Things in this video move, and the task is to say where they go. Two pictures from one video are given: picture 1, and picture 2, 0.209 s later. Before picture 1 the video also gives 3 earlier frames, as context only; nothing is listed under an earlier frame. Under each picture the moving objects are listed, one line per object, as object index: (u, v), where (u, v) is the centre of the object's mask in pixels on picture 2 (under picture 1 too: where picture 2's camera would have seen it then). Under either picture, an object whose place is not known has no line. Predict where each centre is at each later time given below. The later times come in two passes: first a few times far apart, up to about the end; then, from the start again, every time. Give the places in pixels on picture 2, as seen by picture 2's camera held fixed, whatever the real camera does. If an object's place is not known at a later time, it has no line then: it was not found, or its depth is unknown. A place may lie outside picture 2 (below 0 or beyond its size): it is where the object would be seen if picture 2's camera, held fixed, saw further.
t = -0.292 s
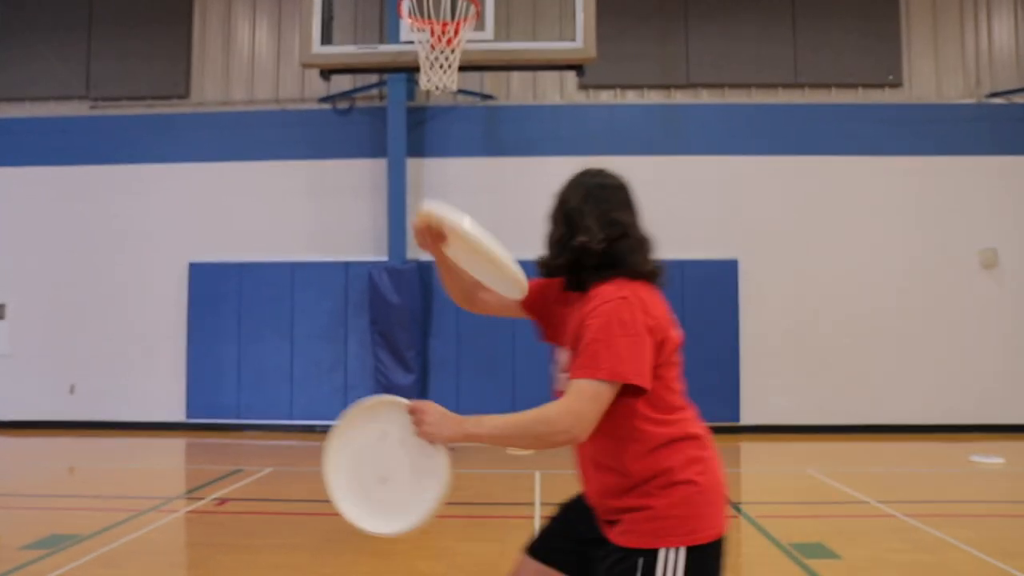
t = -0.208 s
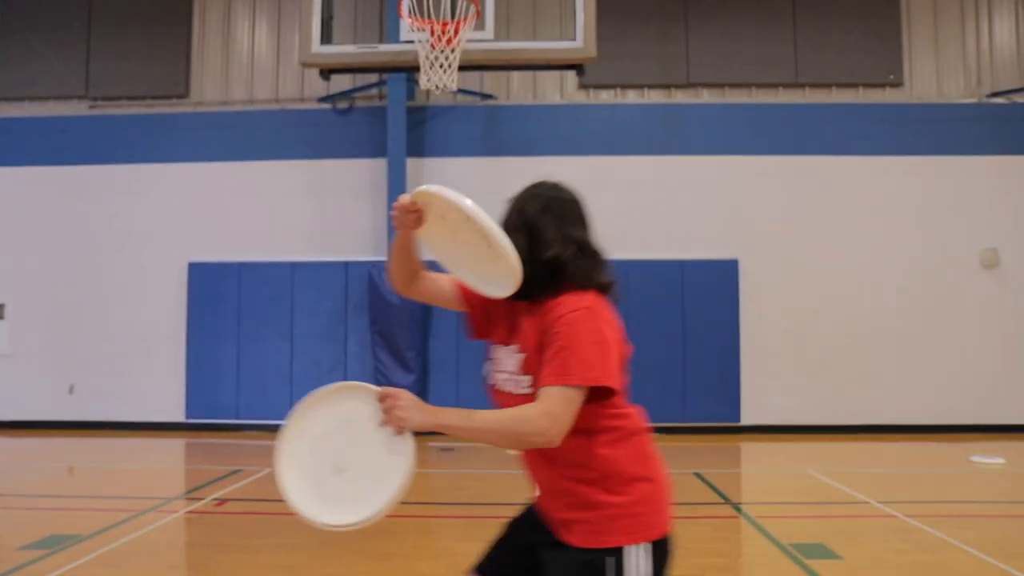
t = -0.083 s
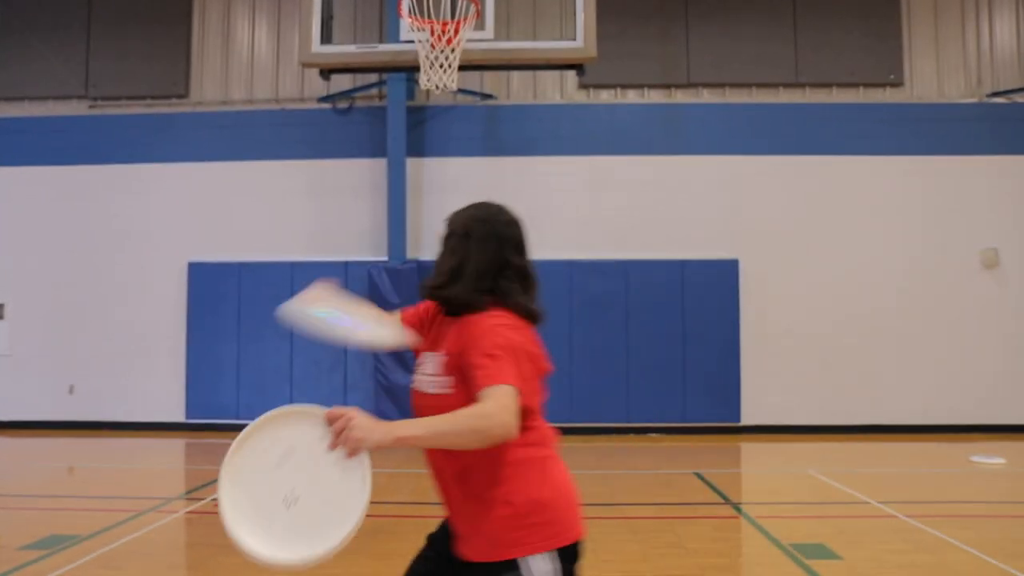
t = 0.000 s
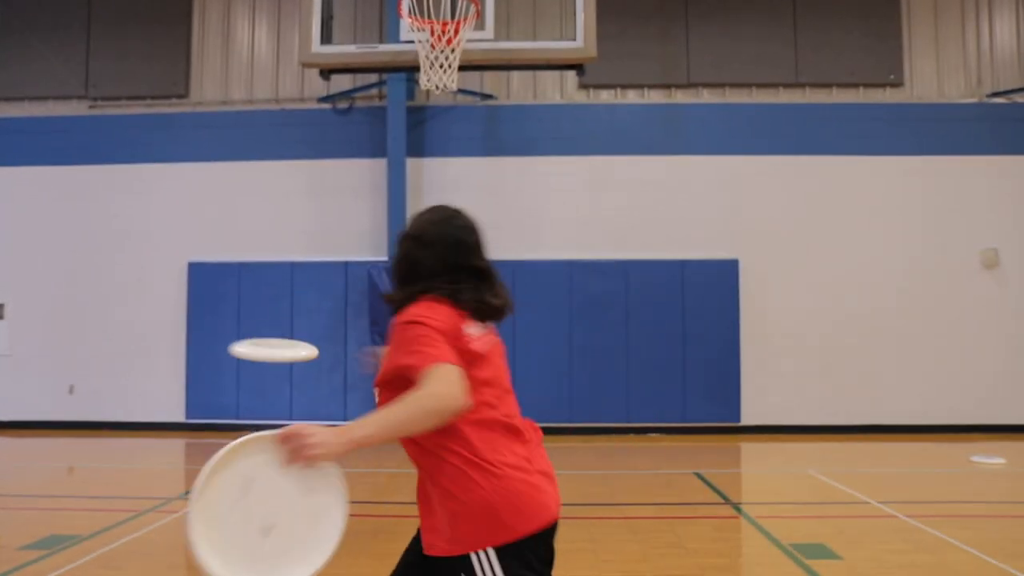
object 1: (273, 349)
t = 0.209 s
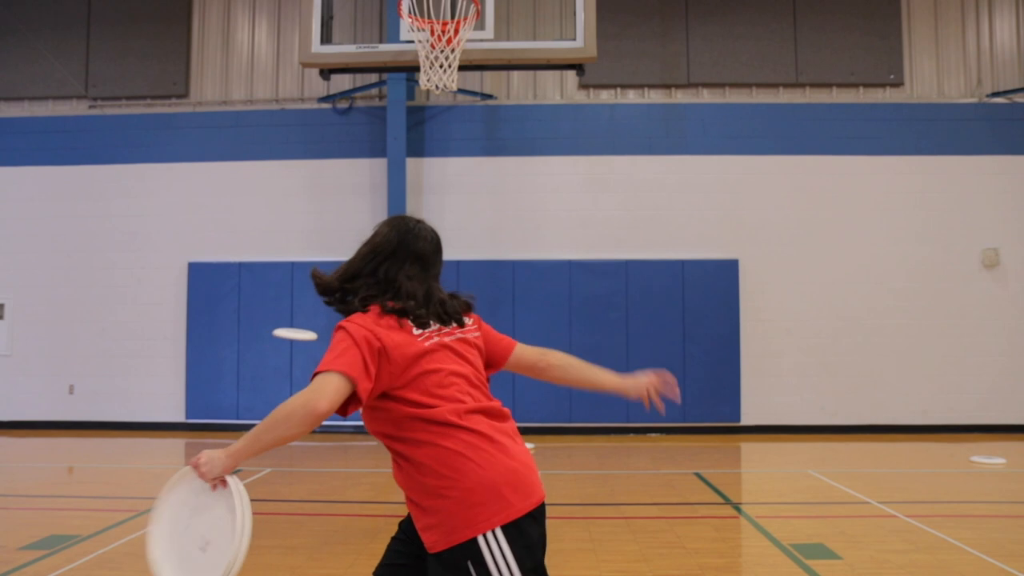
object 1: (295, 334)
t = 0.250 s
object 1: (298, 331)
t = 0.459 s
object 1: (311, 327)
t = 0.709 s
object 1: (242, 328)
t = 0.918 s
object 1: (146, 360)
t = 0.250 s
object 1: (298, 331)
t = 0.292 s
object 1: (301, 330)
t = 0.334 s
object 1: (303, 329)
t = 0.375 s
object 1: (305, 328)
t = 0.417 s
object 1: (308, 327)
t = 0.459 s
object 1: (311, 327)
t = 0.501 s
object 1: (312, 327)
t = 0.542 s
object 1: (312, 327)
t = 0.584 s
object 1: (299, 324)
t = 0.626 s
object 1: (280, 324)
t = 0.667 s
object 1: (261, 326)
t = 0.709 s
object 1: (242, 328)
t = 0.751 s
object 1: (225, 331)
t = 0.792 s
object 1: (206, 337)
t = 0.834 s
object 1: (187, 343)
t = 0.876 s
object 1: (164, 351)
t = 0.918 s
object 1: (146, 360)
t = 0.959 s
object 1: (123, 369)
